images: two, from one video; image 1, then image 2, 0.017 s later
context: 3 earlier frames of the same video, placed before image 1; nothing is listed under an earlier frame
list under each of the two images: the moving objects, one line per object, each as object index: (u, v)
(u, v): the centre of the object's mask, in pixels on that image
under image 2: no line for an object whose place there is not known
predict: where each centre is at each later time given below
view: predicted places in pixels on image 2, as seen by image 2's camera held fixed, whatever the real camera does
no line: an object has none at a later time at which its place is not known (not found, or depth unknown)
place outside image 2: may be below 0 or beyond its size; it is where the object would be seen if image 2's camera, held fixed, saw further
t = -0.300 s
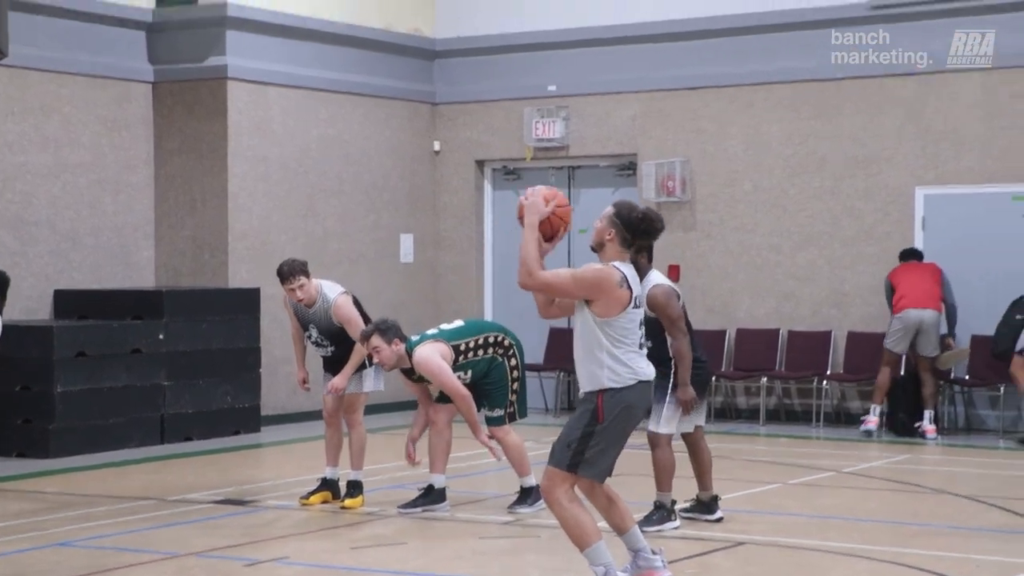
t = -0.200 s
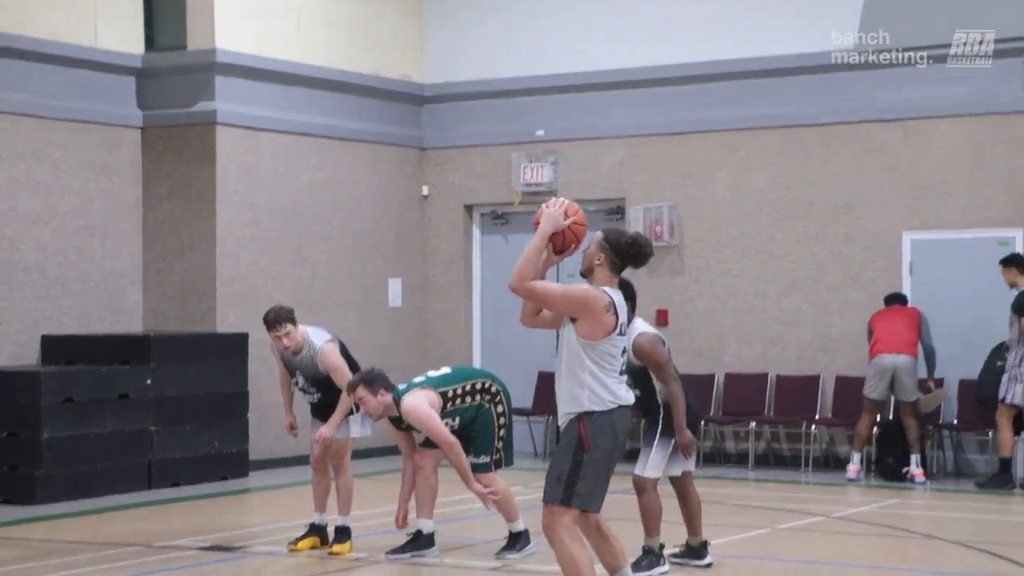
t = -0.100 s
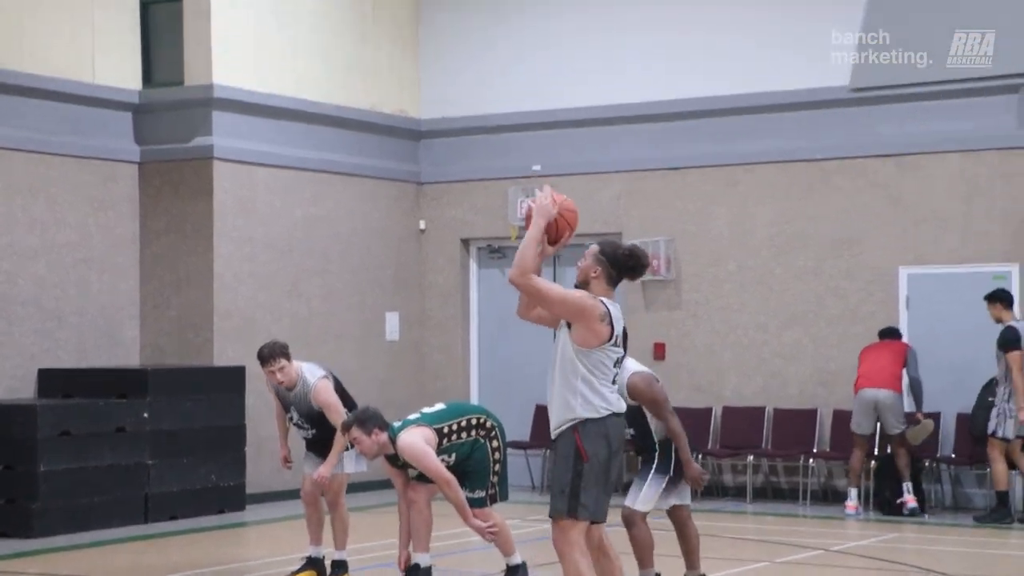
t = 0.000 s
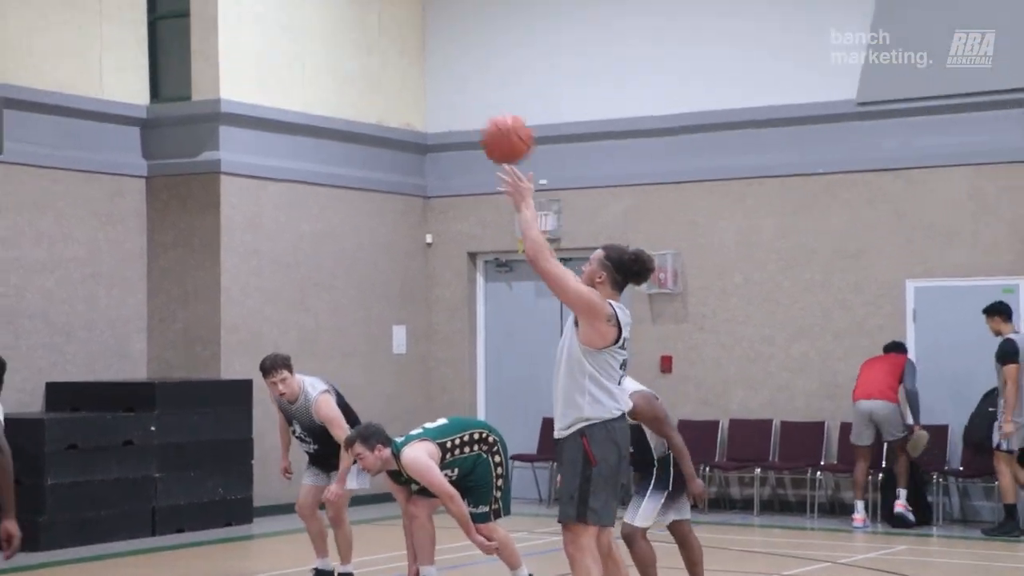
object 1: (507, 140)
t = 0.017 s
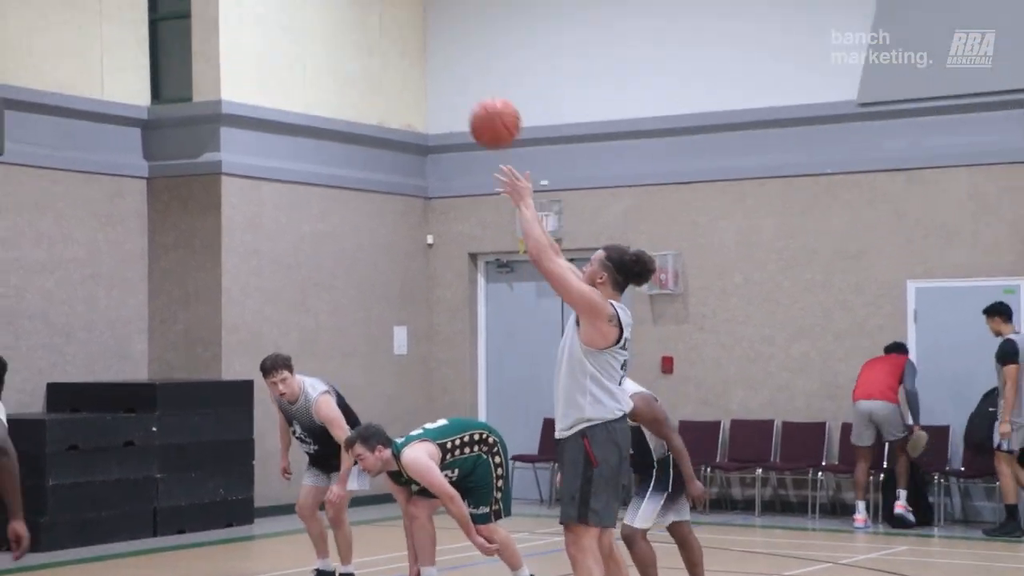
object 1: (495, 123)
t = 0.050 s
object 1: (465, 91)
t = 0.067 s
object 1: (452, 76)
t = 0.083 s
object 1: (437, 60)
